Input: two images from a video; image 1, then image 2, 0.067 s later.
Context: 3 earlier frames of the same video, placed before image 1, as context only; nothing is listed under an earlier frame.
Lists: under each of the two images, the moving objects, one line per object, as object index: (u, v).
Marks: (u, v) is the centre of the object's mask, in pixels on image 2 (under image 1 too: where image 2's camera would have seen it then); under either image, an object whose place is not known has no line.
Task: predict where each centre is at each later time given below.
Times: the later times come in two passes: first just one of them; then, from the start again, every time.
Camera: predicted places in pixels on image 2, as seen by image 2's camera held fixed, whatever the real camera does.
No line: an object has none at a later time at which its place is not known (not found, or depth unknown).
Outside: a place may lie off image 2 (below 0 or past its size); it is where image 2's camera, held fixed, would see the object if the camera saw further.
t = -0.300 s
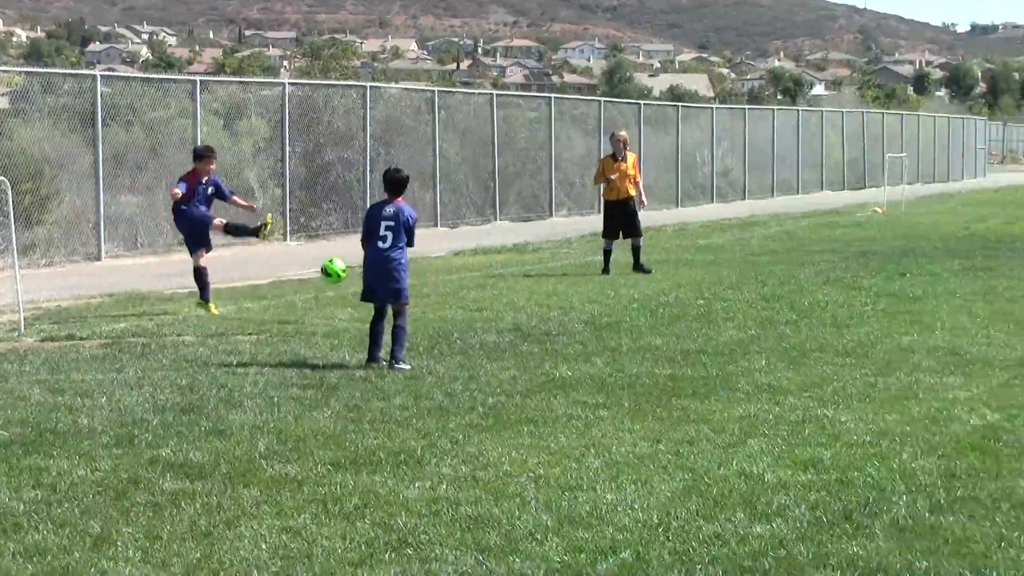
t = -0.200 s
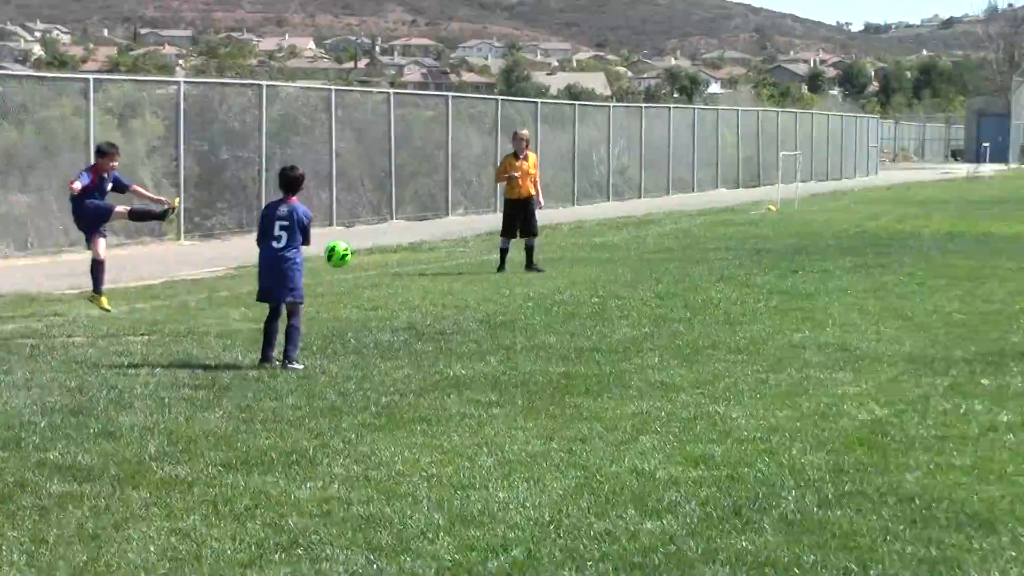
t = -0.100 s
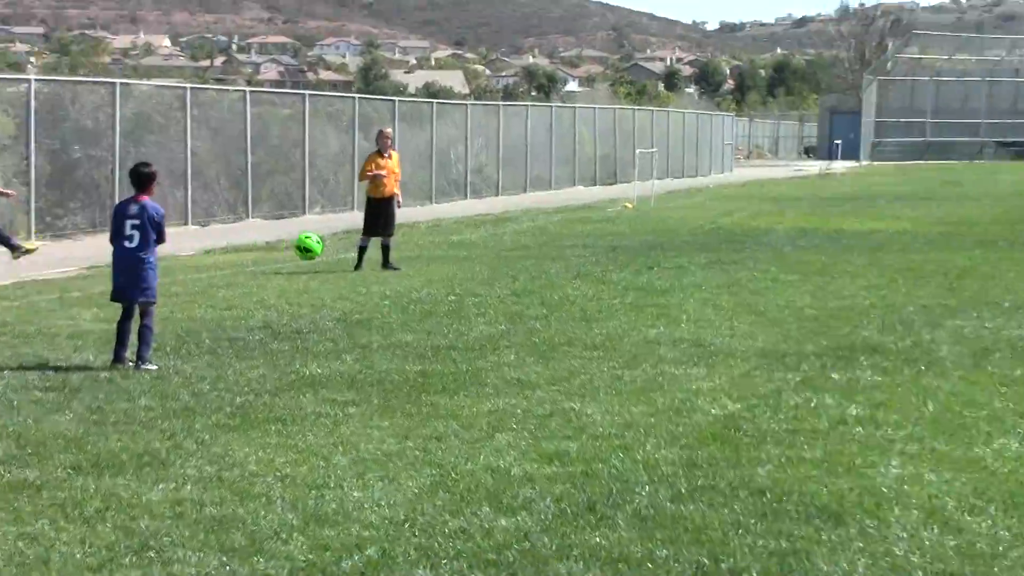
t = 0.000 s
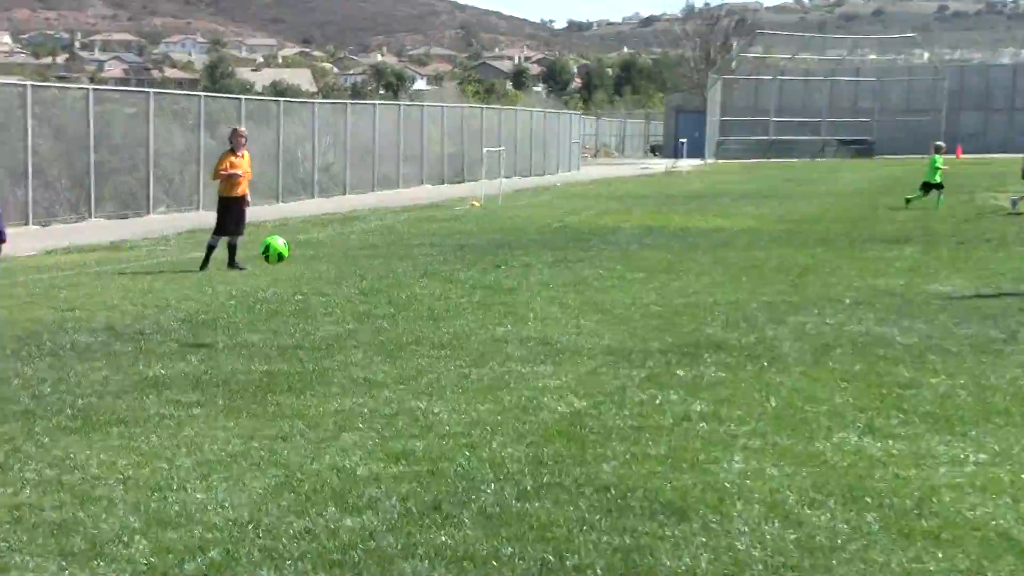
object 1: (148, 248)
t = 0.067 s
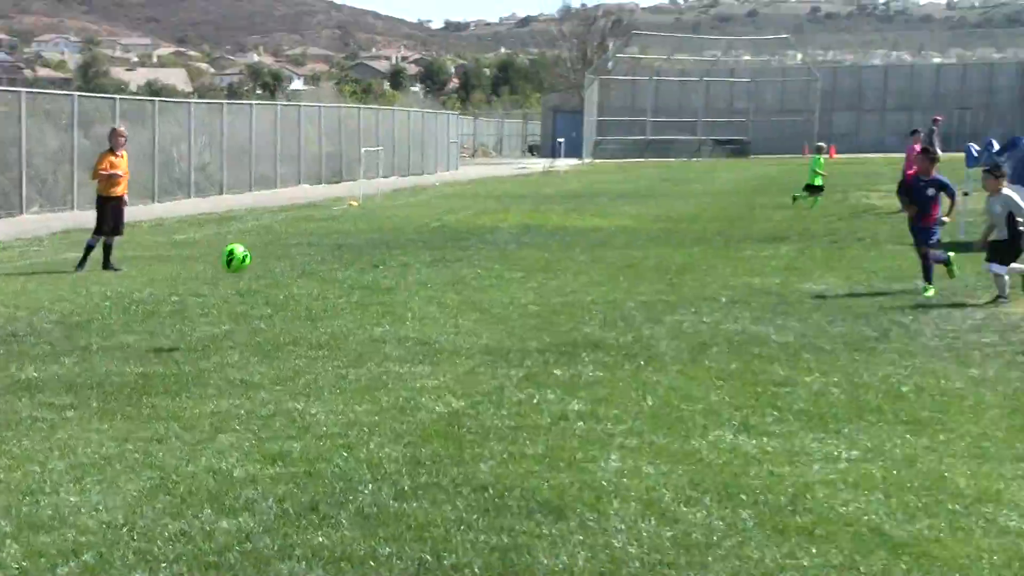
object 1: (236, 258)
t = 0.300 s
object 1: (543, 331)
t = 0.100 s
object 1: (279, 265)
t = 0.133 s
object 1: (322, 273)
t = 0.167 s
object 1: (367, 282)
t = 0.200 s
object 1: (409, 291)
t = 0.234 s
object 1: (452, 303)
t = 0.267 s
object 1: (497, 316)
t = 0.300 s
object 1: (543, 331)
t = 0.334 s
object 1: (586, 341)
